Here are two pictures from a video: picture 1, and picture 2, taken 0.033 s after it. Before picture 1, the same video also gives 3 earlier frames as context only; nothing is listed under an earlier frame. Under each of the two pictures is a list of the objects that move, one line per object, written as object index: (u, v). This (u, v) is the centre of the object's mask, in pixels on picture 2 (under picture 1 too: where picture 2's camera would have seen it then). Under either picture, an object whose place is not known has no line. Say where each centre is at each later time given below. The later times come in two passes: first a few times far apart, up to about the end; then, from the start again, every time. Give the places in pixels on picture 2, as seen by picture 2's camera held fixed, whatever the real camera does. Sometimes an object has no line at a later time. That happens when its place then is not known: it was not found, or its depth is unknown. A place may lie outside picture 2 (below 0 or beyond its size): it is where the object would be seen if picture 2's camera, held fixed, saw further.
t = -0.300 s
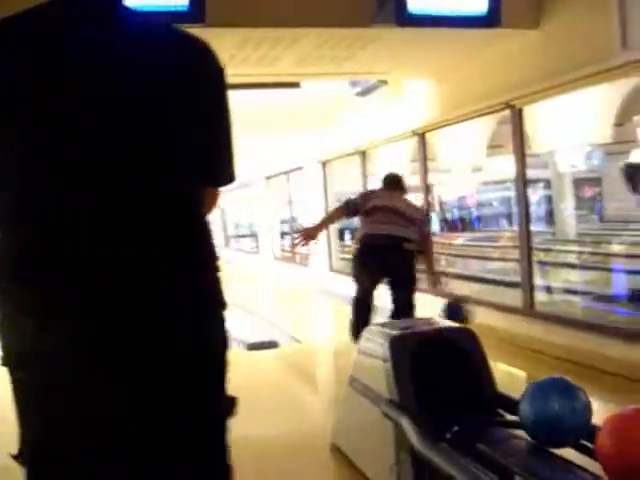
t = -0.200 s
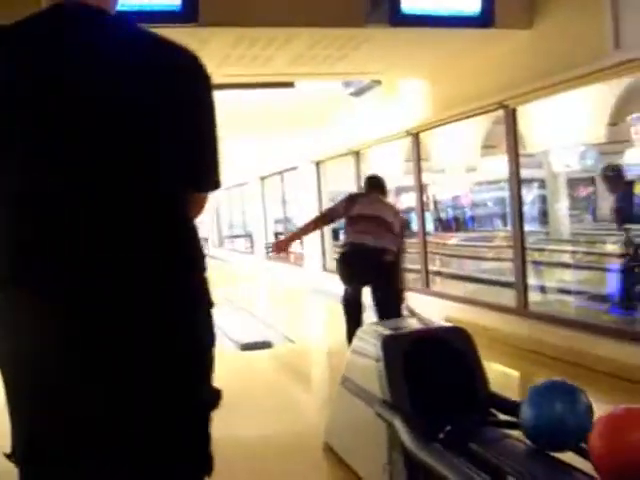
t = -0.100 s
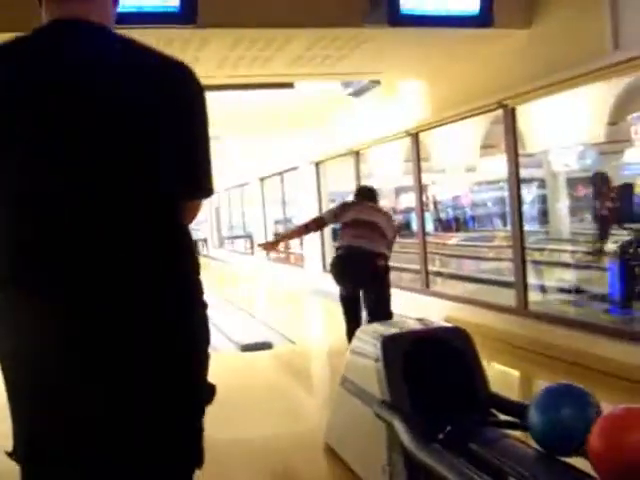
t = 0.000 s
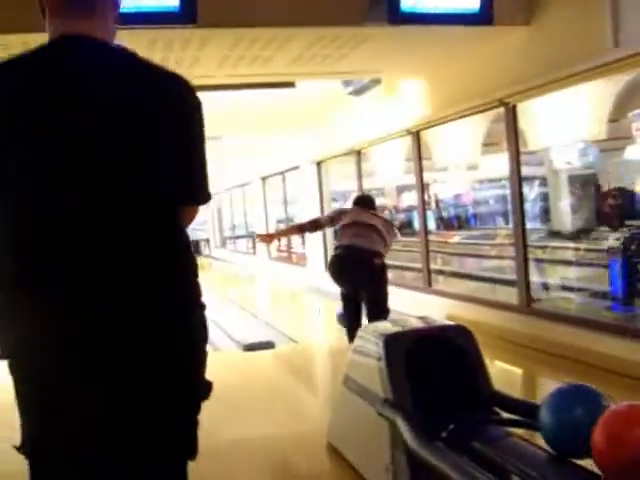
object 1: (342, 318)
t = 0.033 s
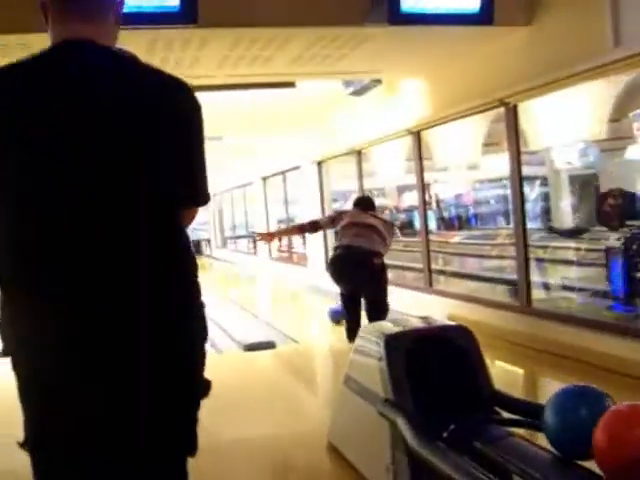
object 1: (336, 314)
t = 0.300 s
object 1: (284, 295)
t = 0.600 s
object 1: (248, 282)
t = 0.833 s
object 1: (229, 274)
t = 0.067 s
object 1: (329, 311)
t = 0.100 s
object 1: (322, 308)
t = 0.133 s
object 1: (314, 305)
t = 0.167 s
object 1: (307, 303)
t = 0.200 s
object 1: (300, 301)
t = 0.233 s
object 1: (295, 298)
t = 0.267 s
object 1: (289, 297)
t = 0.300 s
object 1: (284, 295)
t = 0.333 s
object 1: (279, 293)
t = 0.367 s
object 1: (274, 291)
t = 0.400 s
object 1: (270, 290)
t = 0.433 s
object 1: (266, 289)
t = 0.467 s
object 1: (262, 287)
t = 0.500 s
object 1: (258, 285)
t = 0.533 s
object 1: (254, 284)
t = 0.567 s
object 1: (251, 283)
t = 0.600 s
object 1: (248, 282)
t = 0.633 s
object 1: (245, 281)
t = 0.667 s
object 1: (242, 279)
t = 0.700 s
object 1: (239, 278)
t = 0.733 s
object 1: (236, 278)
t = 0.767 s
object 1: (234, 277)
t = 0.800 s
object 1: (231, 276)
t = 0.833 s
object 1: (229, 274)
